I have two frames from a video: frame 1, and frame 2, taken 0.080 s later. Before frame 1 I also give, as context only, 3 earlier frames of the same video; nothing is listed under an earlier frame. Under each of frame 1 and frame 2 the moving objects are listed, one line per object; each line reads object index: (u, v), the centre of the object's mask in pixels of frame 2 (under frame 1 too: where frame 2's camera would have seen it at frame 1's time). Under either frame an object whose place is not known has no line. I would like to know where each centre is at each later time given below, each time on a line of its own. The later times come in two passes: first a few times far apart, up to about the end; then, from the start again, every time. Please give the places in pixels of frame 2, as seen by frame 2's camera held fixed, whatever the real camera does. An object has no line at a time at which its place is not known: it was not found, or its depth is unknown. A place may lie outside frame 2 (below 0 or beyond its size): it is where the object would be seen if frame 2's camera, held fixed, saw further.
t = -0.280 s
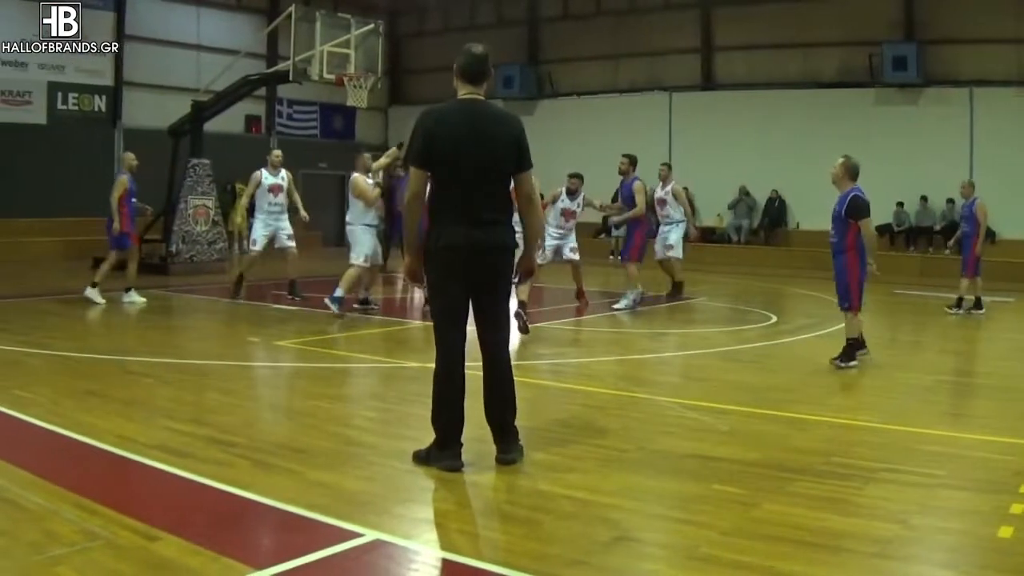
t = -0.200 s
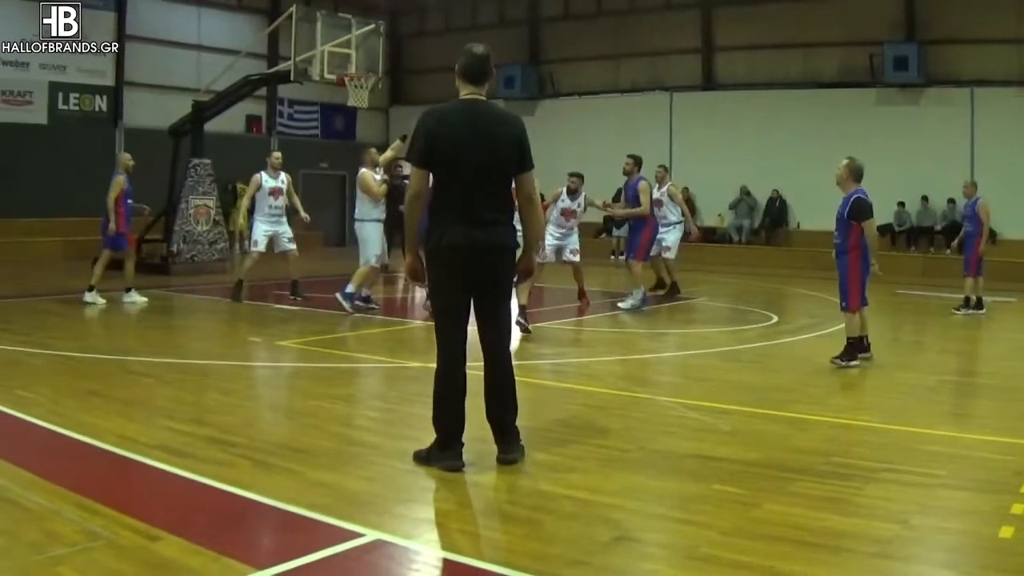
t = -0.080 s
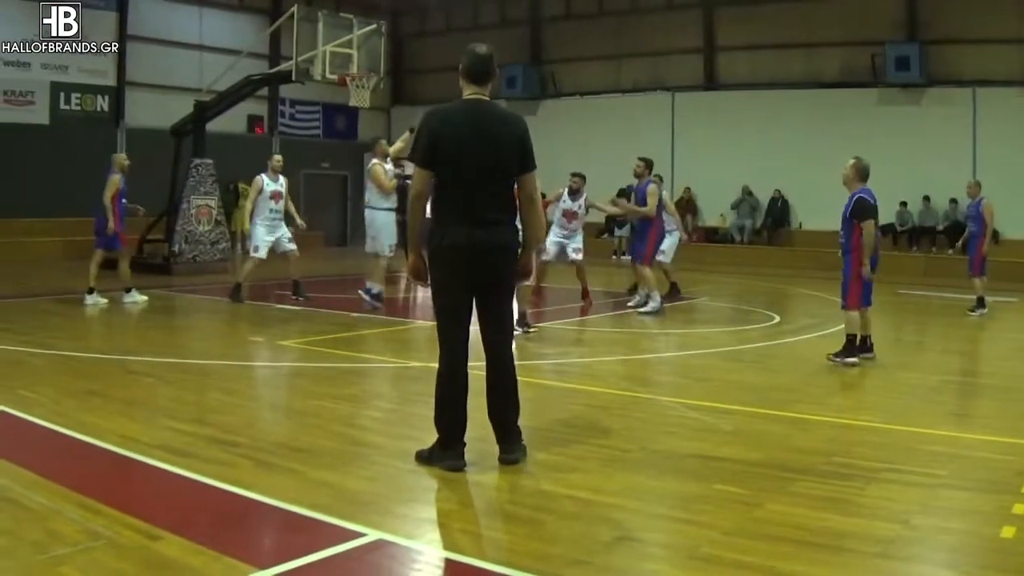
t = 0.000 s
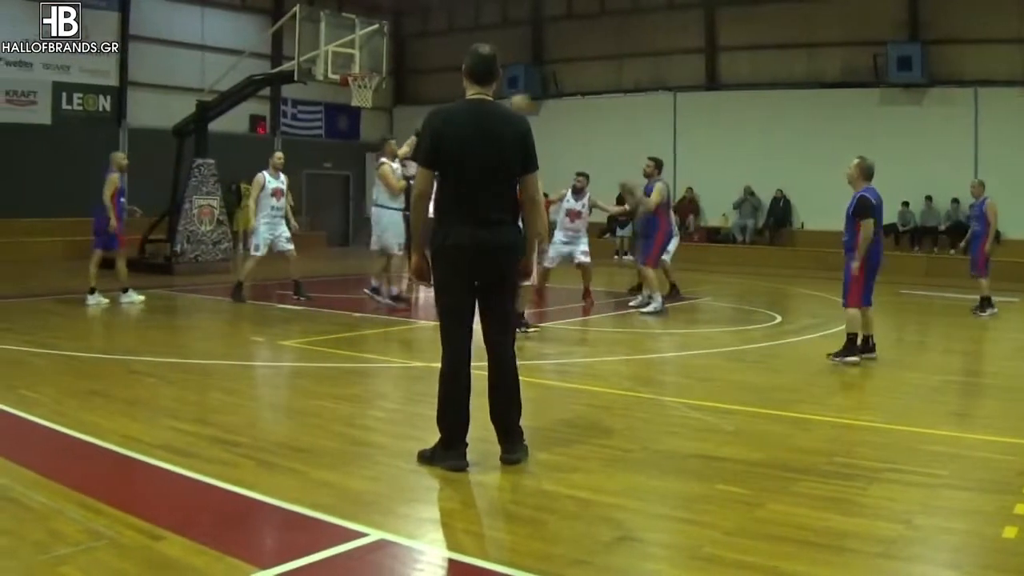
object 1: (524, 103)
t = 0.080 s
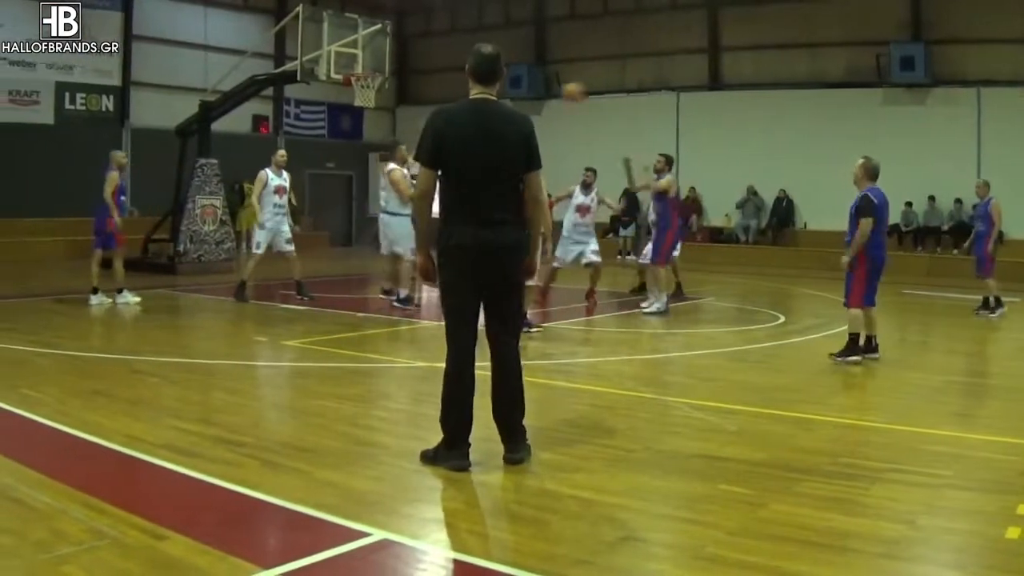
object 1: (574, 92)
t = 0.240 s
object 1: (669, 84)
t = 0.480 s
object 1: (793, 115)
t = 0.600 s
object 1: (850, 146)
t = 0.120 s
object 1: (598, 87)
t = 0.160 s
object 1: (622, 85)
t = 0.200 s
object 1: (646, 83)
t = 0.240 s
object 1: (669, 84)
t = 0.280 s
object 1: (691, 86)
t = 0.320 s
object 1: (713, 89)
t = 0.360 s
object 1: (734, 93)
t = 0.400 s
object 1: (755, 100)
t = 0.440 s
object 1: (776, 109)
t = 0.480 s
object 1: (793, 115)
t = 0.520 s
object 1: (813, 123)
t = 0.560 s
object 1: (832, 136)
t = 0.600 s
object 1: (850, 146)
